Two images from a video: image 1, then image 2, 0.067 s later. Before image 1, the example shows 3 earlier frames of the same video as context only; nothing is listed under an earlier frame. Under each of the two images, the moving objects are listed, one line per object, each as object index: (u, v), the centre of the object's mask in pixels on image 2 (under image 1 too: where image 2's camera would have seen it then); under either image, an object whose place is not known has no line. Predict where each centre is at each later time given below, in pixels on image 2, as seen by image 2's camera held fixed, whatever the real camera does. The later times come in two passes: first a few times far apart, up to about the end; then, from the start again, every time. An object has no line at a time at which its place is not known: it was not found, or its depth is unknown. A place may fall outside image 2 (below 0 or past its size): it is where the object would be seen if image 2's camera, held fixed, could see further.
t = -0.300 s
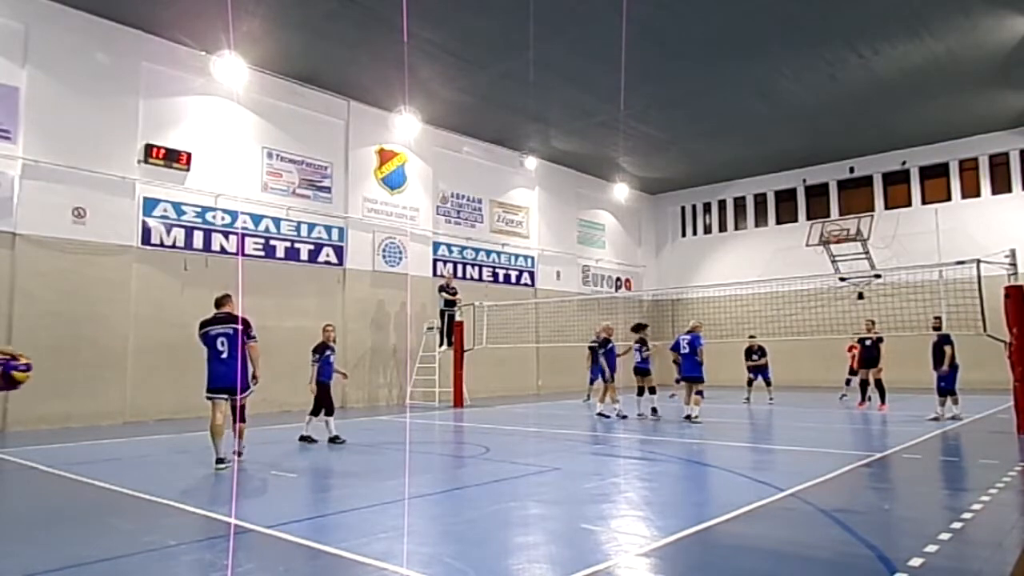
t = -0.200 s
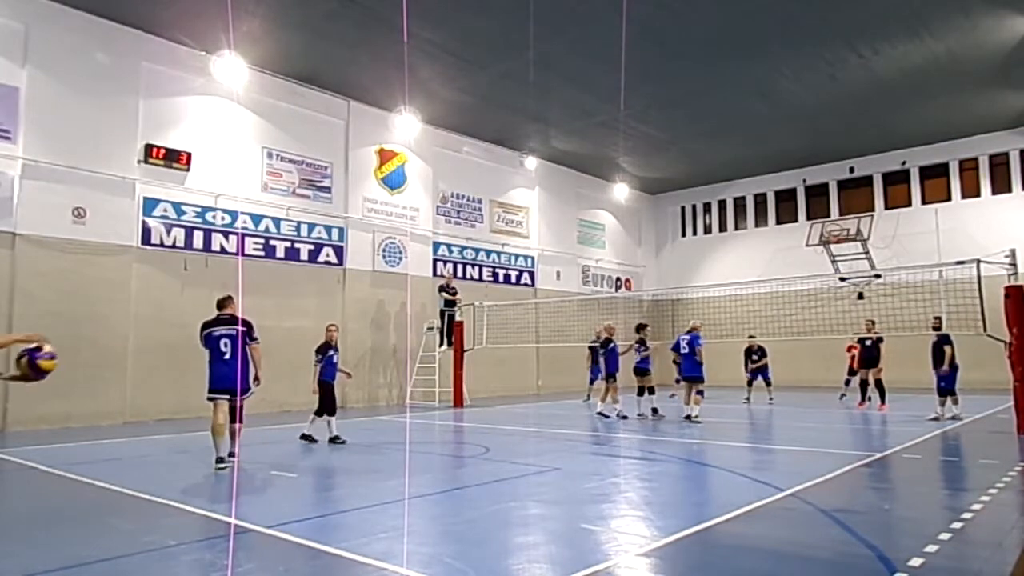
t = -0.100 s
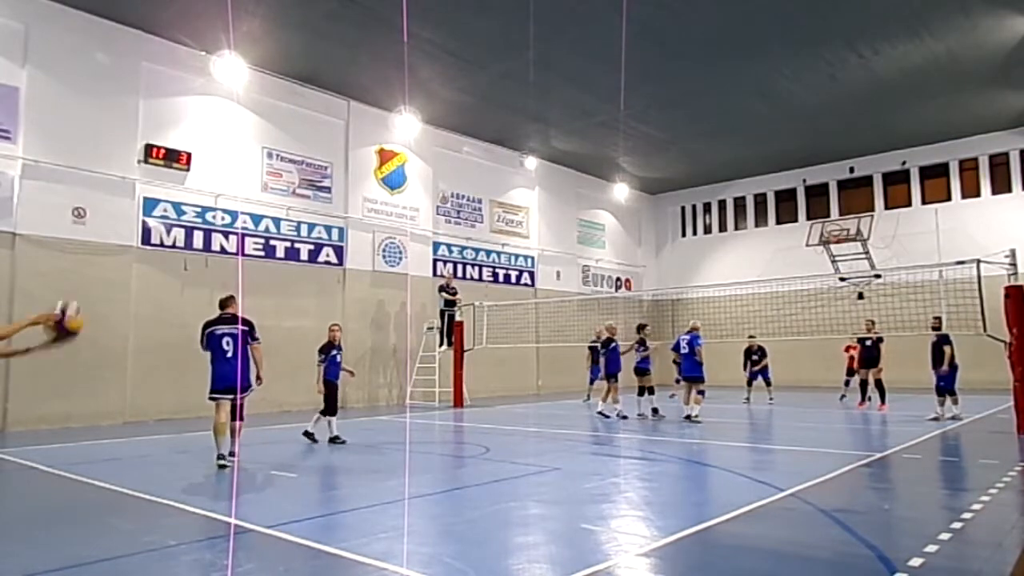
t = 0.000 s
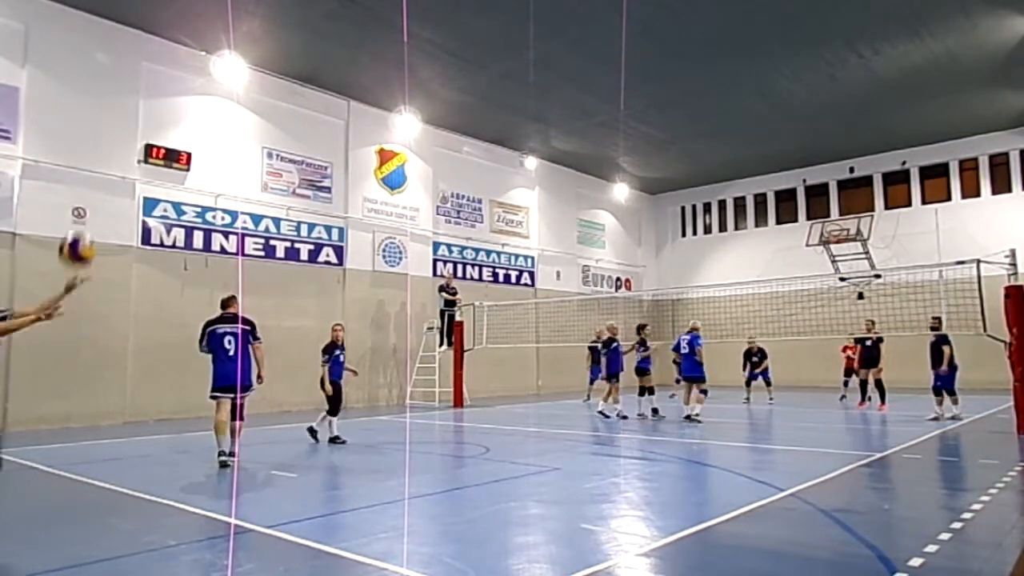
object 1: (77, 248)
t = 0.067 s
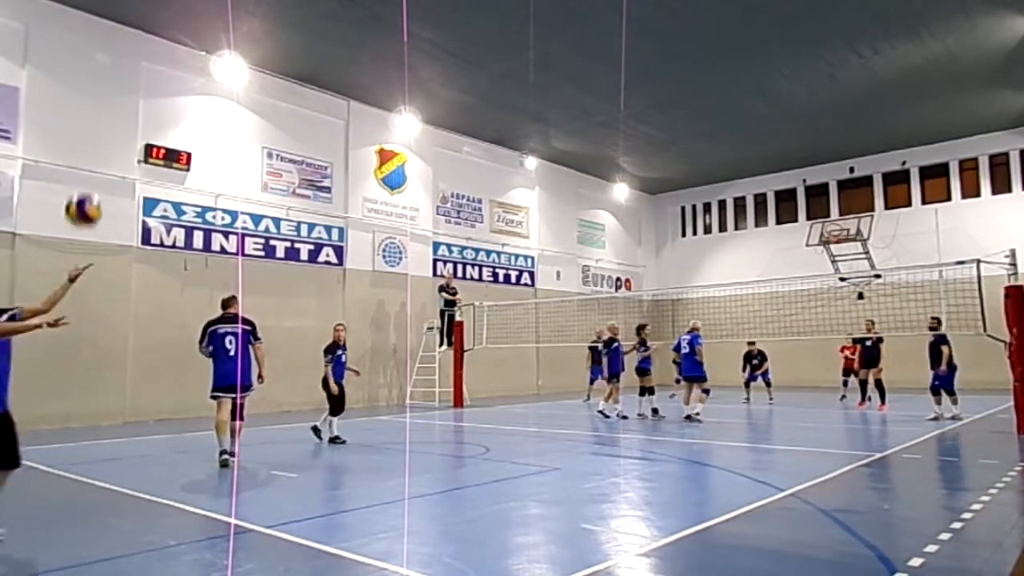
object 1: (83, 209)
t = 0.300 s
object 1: (102, 128)
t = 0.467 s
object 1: (111, 119)
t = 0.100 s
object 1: (86, 191)
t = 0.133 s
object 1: (89, 177)
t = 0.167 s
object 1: (92, 164)
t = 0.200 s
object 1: (94, 152)
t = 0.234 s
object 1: (97, 143)
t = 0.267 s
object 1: (99, 135)
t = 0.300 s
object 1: (102, 128)
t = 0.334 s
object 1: (104, 124)
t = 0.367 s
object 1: (105, 120)
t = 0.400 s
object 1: (107, 119)
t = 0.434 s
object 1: (109, 118)
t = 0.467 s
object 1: (111, 119)
